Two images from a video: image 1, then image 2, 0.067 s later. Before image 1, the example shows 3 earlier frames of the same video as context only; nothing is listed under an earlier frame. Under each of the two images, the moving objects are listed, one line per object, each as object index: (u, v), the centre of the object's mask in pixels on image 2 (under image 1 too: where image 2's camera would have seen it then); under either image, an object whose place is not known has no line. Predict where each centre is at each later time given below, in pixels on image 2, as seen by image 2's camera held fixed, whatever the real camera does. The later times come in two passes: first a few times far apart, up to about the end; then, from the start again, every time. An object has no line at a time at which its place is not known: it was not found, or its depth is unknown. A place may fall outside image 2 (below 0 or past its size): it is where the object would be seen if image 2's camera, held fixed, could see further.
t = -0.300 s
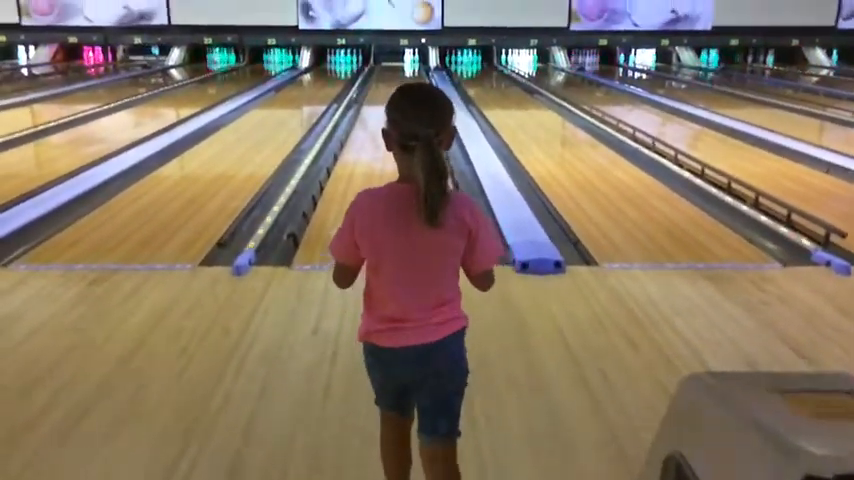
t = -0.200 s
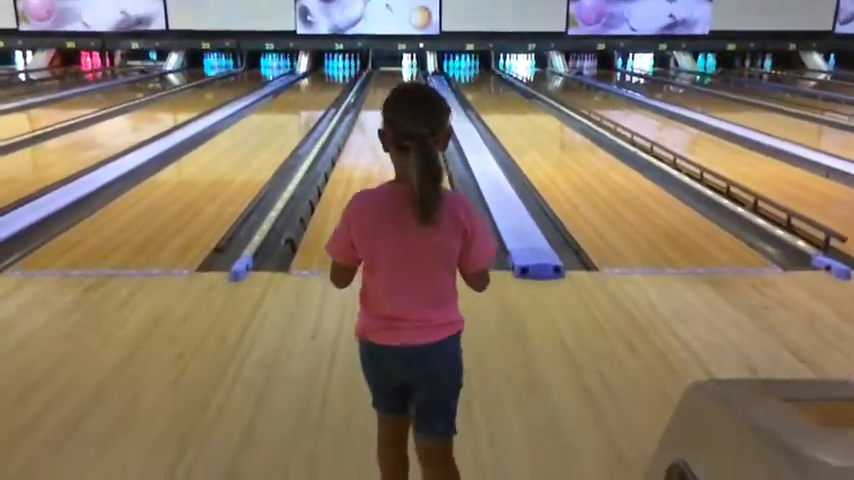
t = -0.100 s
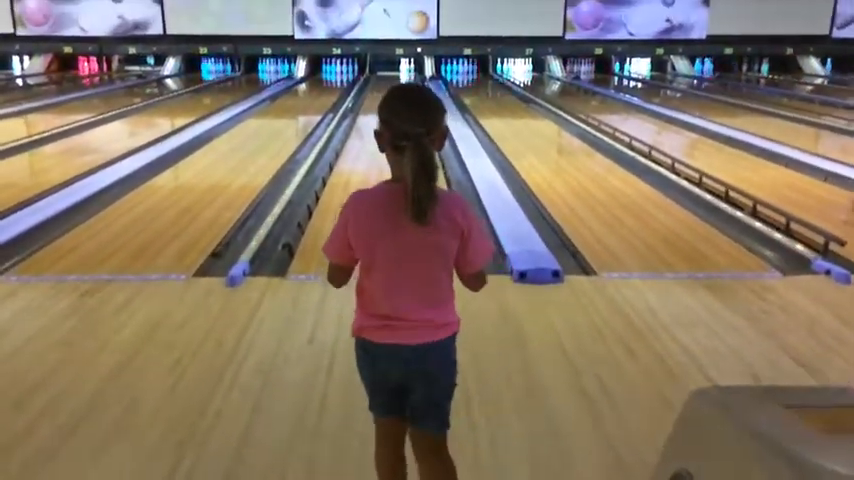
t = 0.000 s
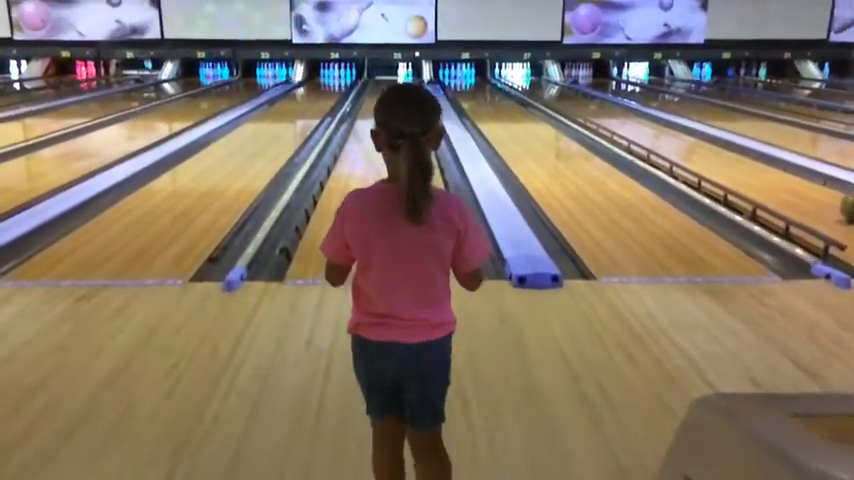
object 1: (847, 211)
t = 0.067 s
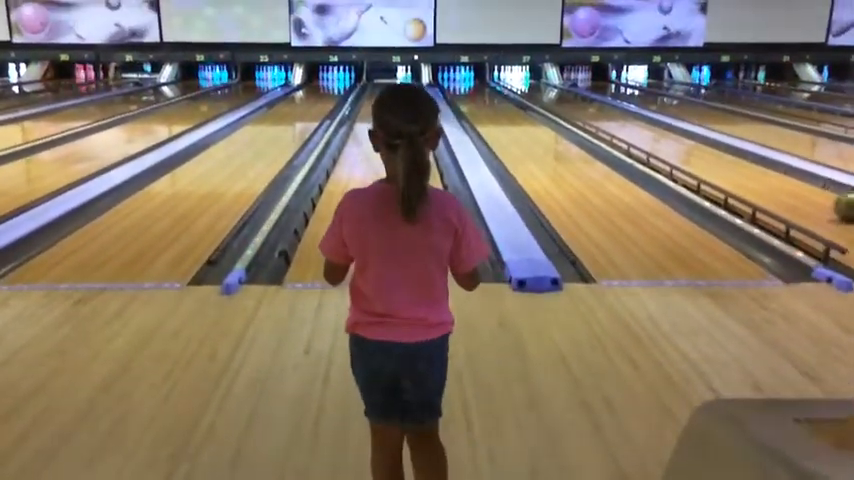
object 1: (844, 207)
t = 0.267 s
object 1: (830, 198)
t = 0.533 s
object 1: (806, 188)
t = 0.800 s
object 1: (785, 179)
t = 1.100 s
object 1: (764, 171)
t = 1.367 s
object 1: (748, 164)
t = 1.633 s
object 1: (732, 158)
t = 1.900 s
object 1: (718, 152)
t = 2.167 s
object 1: (706, 147)
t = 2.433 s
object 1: (694, 142)
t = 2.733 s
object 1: (682, 137)
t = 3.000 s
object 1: (672, 133)
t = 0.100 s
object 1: (842, 205)
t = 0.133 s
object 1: (841, 204)
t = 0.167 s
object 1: (838, 202)
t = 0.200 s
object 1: (836, 200)
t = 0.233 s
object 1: (833, 199)
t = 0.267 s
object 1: (830, 198)
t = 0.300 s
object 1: (827, 197)
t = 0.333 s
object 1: (824, 195)
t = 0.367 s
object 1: (820, 194)
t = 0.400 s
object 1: (817, 193)
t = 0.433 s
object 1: (815, 191)
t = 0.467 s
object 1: (812, 191)
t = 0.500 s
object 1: (809, 189)
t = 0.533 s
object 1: (806, 188)
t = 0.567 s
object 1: (803, 187)
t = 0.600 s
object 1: (800, 186)
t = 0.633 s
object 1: (798, 185)
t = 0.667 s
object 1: (795, 183)
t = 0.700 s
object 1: (792, 183)
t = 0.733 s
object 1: (790, 181)
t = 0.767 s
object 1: (788, 180)
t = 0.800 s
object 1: (785, 179)
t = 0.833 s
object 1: (782, 178)
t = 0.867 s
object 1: (779, 177)
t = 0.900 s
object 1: (778, 176)
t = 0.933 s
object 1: (775, 175)
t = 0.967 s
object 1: (773, 174)
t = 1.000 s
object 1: (771, 173)
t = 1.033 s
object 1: (768, 172)
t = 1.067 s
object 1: (766, 171)
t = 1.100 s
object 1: (764, 171)
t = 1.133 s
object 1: (763, 170)
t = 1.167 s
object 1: (760, 169)
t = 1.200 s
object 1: (758, 168)
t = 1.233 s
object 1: (755, 167)
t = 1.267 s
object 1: (753, 166)
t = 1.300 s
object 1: (752, 166)
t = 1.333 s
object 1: (750, 165)
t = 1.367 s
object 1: (748, 164)
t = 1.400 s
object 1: (746, 163)
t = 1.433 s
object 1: (744, 162)
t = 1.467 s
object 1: (742, 162)
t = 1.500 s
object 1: (740, 161)
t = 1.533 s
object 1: (738, 160)
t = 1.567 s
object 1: (736, 159)
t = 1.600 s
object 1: (734, 159)
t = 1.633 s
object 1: (732, 158)
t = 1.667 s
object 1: (731, 157)
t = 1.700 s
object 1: (729, 157)
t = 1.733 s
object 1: (727, 156)
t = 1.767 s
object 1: (726, 155)
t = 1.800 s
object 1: (724, 155)
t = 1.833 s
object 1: (722, 154)
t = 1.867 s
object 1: (720, 153)
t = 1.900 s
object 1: (718, 152)
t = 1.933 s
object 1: (717, 152)
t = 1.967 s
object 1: (715, 151)
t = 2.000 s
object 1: (714, 150)
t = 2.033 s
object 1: (712, 150)
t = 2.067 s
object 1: (711, 149)
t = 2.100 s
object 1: (709, 148)
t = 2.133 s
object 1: (707, 148)
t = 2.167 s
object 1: (706, 147)
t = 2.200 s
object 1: (704, 147)
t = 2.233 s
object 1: (703, 146)
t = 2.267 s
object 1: (702, 145)
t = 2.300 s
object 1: (700, 145)
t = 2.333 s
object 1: (698, 144)
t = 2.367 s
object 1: (697, 143)
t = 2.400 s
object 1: (695, 143)
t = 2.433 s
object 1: (694, 142)
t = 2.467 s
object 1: (693, 142)
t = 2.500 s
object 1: (691, 141)
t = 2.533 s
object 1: (690, 140)
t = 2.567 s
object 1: (689, 140)
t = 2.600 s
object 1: (687, 139)
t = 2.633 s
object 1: (686, 139)
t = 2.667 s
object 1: (685, 139)
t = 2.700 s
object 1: (684, 138)
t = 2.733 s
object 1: (682, 137)
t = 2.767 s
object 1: (681, 137)
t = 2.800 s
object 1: (680, 136)
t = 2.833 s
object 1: (679, 136)
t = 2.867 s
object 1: (677, 135)
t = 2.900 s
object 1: (677, 135)
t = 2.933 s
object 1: (675, 134)
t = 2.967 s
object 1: (674, 134)
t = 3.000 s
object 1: (672, 133)
